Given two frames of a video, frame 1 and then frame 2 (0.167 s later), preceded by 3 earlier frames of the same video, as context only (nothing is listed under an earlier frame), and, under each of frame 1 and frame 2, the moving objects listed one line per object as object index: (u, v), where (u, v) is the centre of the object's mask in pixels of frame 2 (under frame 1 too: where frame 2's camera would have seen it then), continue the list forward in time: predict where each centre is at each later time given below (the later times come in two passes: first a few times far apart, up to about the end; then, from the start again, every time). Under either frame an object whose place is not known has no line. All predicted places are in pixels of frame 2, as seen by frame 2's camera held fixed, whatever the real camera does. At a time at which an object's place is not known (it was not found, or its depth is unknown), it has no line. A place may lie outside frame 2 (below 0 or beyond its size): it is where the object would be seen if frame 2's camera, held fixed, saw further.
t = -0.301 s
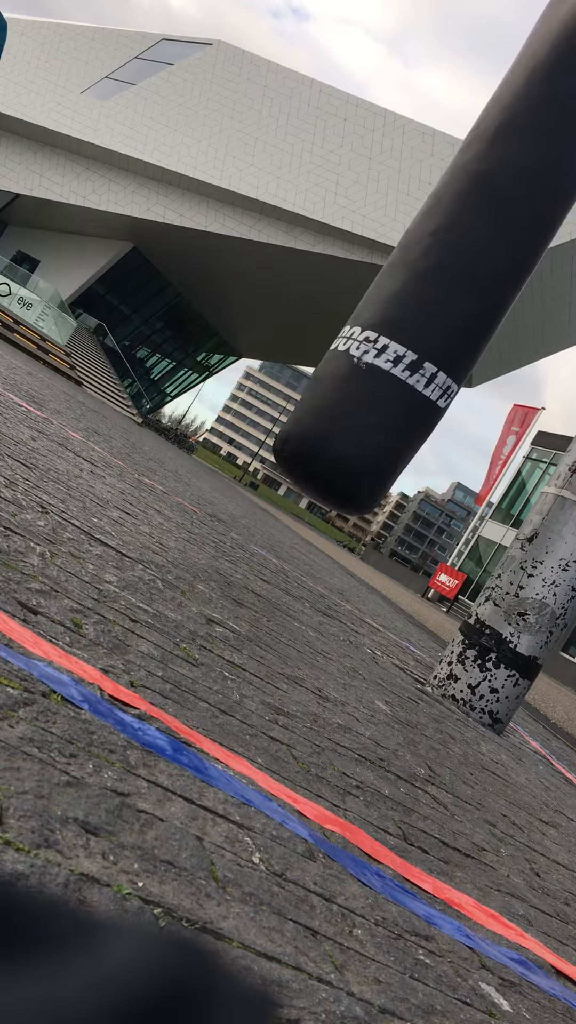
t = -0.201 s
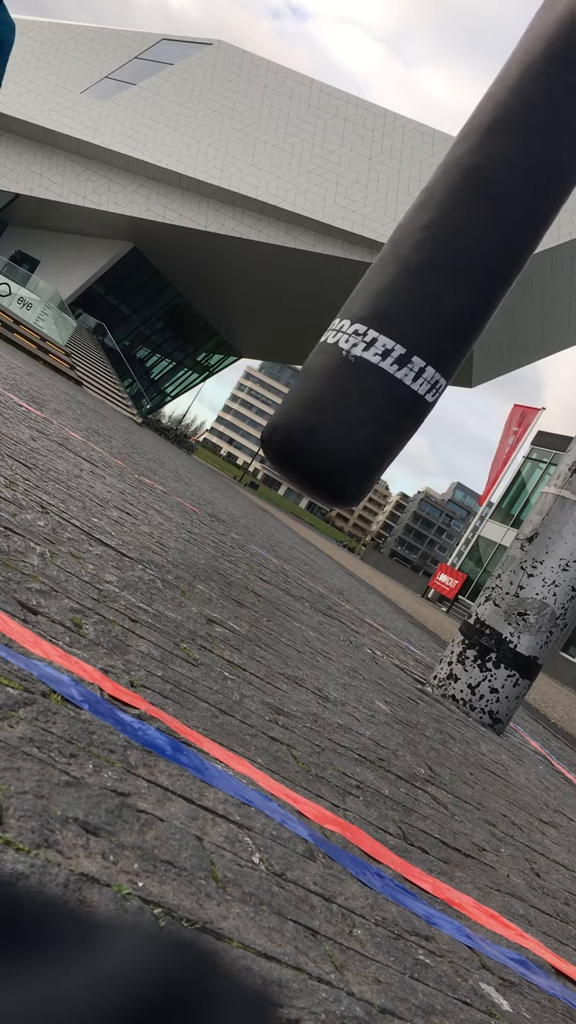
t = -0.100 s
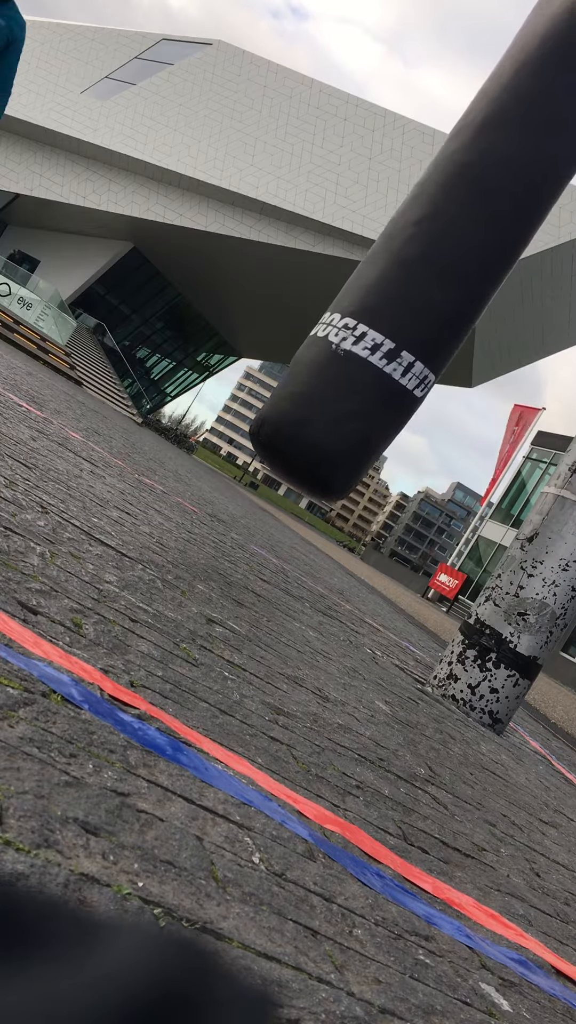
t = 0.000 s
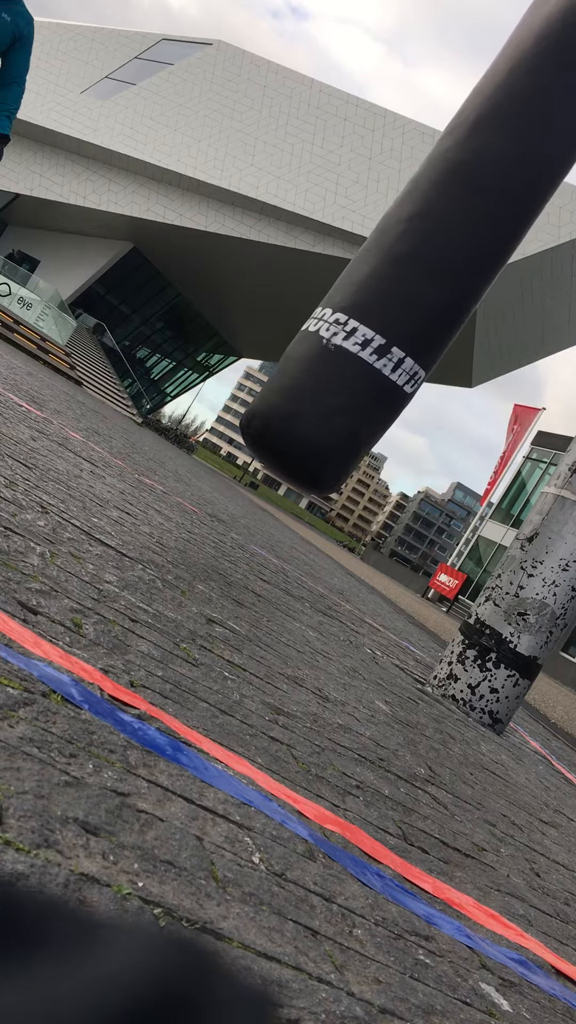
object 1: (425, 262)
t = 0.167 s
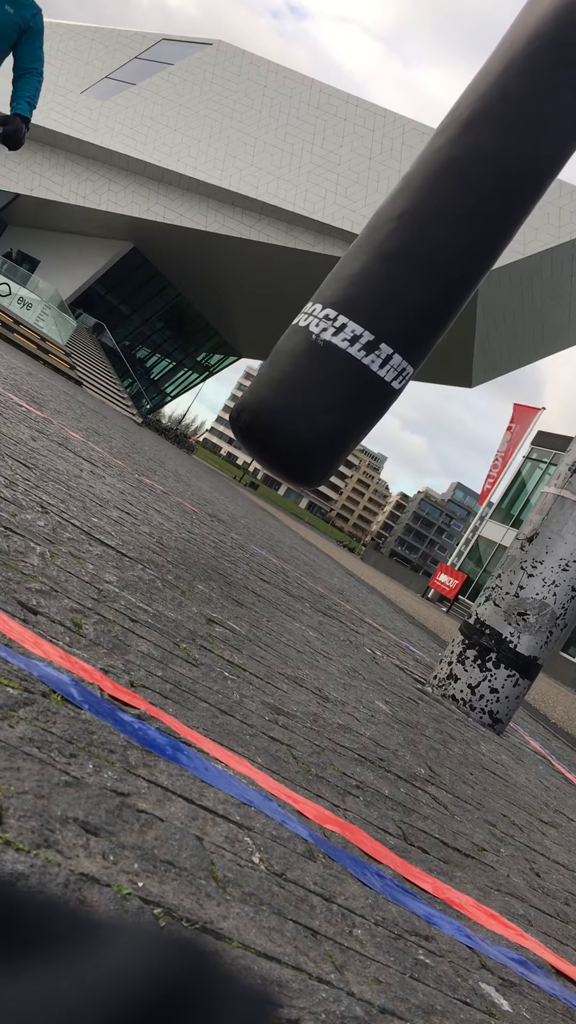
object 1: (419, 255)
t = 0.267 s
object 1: (417, 253)
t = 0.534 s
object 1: (422, 257)
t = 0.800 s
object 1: (435, 272)
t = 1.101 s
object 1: (454, 294)
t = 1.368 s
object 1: (466, 311)
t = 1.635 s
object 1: (468, 315)
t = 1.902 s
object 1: (459, 303)
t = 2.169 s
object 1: (444, 283)
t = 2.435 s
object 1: (428, 265)
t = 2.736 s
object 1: (419, 255)
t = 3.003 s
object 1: (423, 258)
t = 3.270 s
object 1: (436, 272)
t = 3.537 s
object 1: (452, 291)
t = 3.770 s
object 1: (462, 306)
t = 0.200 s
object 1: (418, 254)
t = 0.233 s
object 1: (418, 253)
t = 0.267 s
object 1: (417, 253)
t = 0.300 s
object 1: (417, 253)
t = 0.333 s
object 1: (417, 253)
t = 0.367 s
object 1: (418, 253)
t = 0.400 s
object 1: (418, 253)
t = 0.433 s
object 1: (419, 254)
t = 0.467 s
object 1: (419, 255)
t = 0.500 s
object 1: (420, 256)
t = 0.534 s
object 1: (422, 257)
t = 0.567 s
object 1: (423, 258)
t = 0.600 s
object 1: (424, 260)
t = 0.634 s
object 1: (426, 261)
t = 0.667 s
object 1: (428, 263)
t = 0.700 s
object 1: (429, 265)
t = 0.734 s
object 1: (431, 267)
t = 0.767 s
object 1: (433, 269)
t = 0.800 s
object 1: (435, 272)
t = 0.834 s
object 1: (437, 274)
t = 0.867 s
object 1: (439, 277)
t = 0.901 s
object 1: (441, 279)
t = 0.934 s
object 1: (443, 281)
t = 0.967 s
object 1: (446, 284)
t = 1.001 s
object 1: (448, 287)
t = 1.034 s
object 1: (450, 289)
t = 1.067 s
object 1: (452, 292)
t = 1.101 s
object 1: (454, 294)
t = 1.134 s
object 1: (456, 296)
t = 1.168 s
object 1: (458, 299)
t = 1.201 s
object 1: (459, 301)
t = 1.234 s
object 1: (461, 303)
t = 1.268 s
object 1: (462, 305)
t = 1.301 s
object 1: (463, 307)
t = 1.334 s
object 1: (465, 309)
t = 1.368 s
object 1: (466, 311)
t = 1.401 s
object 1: (466, 312)
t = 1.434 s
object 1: (467, 313)
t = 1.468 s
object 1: (468, 314)
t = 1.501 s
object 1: (468, 315)
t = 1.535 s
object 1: (468, 315)
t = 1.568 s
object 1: (468, 315)
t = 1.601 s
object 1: (468, 315)
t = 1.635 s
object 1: (468, 315)
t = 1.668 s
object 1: (467, 314)
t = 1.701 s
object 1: (467, 313)
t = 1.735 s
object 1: (466, 312)
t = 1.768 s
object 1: (465, 310)
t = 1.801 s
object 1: (464, 309)
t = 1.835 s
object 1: (462, 307)
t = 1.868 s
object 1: (461, 305)
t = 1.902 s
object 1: (459, 303)
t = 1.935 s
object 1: (458, 301)
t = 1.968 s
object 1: (456, 299)
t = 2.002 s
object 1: (454, 296)
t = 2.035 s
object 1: (452, 293)
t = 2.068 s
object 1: (450, 291)
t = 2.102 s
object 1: (448, 288)
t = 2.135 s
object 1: (446, 286)
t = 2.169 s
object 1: (444, 283)
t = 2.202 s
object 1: (441, 281)
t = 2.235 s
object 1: (439, 278)
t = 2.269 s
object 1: (437, 276)
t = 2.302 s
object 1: (435, 273)
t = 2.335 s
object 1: (433, 271)
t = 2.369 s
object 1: (431, 269)
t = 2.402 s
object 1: (429, 267)
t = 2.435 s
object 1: (428, 265)
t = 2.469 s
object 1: (426, 263)
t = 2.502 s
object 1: (425, 261)
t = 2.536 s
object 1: (423, 260)
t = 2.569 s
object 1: (422, 259)
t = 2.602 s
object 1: (421, 257)
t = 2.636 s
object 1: (420, 257)
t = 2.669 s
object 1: (420, 256)
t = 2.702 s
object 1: (419, 255)
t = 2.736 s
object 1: (419, 255)
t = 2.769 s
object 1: (419, 255)
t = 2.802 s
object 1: (419, 255)
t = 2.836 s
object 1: (419, 255)
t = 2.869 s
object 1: (419, 255)
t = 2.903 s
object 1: (420, 256)
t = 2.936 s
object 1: (421, 256)
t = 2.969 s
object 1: (422, 257)
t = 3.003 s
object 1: (423, 258)
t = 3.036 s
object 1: (424, 259)
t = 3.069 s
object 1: (426, 261)
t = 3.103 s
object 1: (427, 262)
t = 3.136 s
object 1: (429, 264)
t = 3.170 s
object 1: (431, 266)
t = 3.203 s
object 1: (432, 268)
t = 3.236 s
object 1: (434, 270)
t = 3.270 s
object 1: (436, 272)
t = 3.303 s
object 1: (438, 274)
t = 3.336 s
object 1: (440, 277)
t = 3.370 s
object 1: (442, 279)
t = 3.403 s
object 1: (444, 281)
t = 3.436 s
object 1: (446, 284)
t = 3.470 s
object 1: (448, 286)
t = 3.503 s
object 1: (450, 289)
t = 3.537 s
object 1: (452, 291)
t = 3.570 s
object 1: (453, 294)
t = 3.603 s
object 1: (455, 296)
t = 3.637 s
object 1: (457, 298)
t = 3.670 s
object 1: (458, 301)
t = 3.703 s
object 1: (460, 303)
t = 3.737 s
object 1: (461, 304)
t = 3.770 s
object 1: (462, 306)
